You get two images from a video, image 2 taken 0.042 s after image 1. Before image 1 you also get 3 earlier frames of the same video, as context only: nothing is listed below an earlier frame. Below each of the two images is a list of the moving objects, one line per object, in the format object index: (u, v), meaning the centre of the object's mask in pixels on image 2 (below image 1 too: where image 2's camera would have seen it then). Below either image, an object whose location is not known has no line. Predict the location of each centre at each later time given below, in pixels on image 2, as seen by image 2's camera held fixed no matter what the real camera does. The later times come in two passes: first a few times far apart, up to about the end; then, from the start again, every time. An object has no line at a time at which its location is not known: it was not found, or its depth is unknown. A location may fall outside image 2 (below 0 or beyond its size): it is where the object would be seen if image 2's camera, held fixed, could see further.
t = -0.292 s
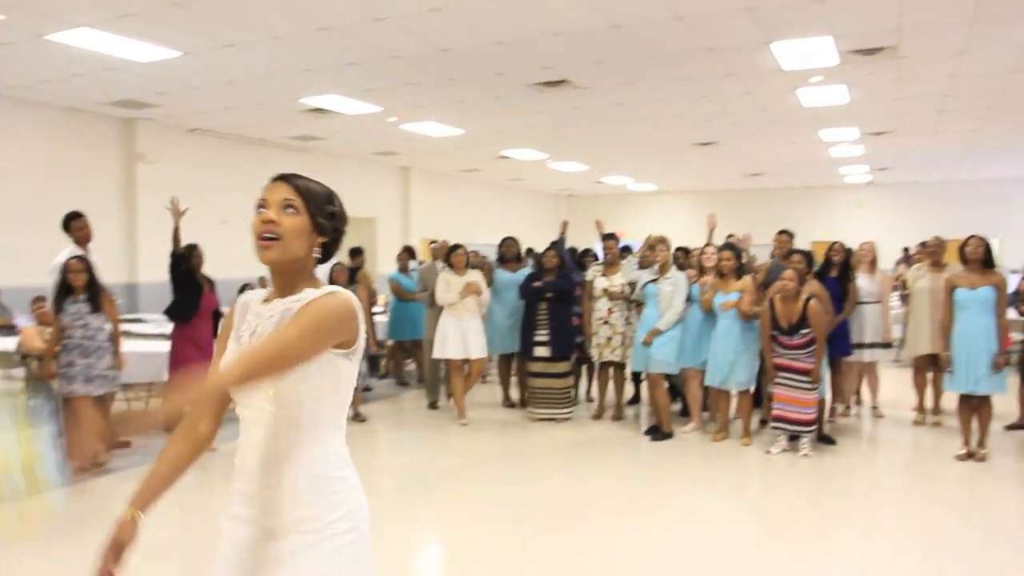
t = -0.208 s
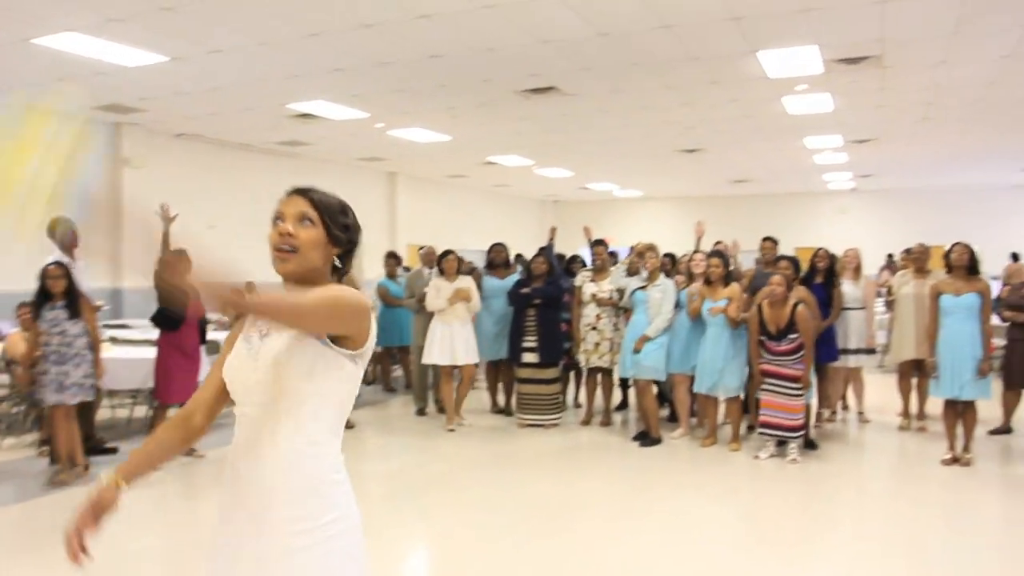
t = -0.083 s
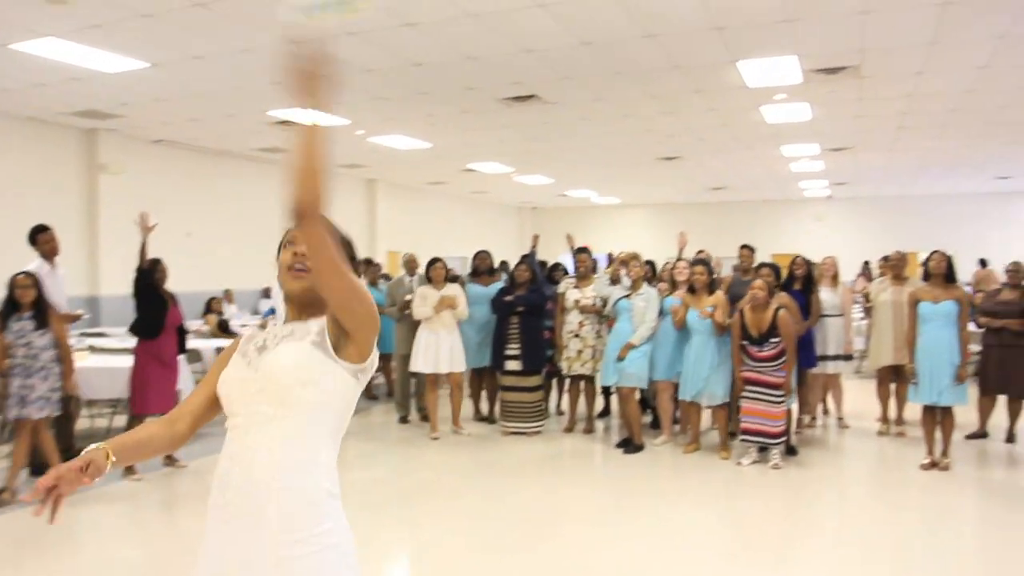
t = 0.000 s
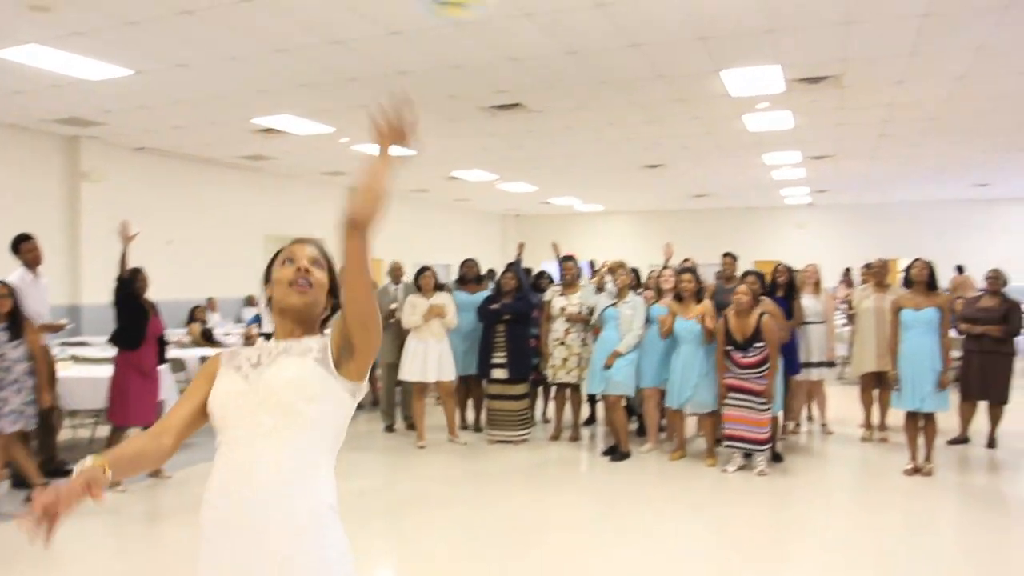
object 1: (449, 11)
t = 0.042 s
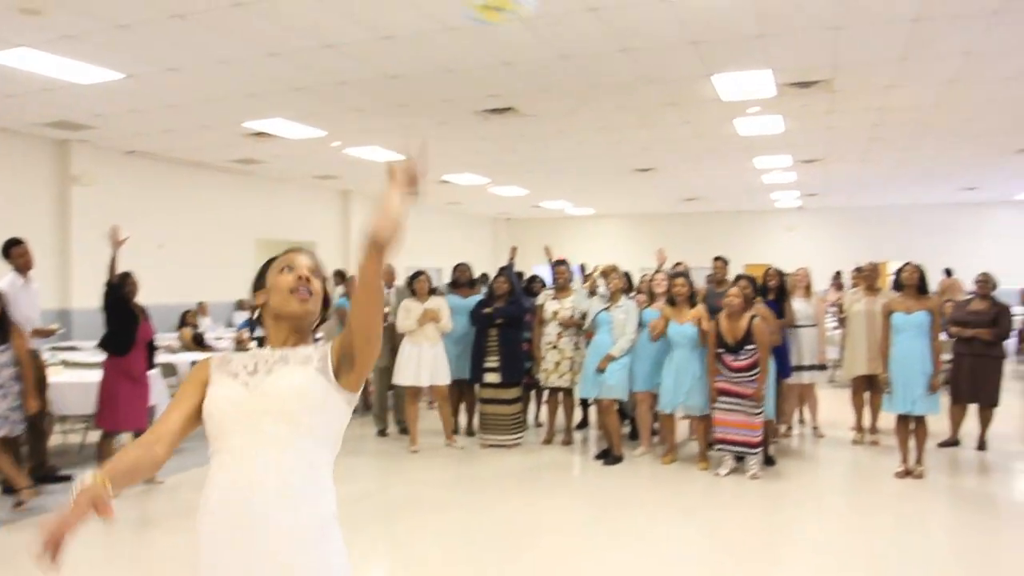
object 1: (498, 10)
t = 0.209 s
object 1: (615, 51)
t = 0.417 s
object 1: (693, 160)
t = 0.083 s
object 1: (537, 11)
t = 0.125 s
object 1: (567, 17)
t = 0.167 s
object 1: (592, 32)
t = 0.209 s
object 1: (615, 51)
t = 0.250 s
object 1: (635, 70)
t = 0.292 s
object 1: (653, 91)
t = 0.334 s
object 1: (668, 113)
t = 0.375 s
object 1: (682, 137)
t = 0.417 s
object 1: (693, 160)
